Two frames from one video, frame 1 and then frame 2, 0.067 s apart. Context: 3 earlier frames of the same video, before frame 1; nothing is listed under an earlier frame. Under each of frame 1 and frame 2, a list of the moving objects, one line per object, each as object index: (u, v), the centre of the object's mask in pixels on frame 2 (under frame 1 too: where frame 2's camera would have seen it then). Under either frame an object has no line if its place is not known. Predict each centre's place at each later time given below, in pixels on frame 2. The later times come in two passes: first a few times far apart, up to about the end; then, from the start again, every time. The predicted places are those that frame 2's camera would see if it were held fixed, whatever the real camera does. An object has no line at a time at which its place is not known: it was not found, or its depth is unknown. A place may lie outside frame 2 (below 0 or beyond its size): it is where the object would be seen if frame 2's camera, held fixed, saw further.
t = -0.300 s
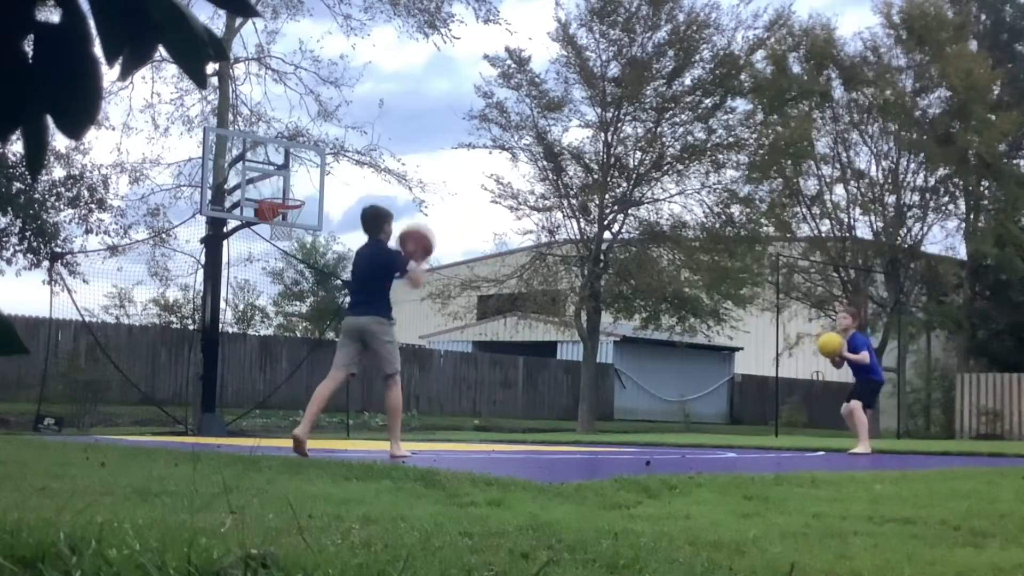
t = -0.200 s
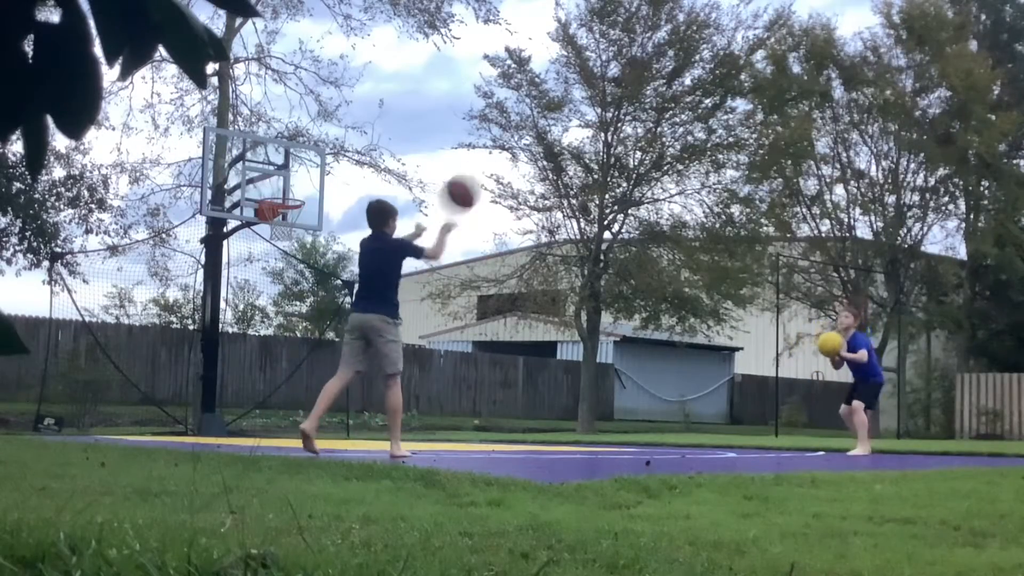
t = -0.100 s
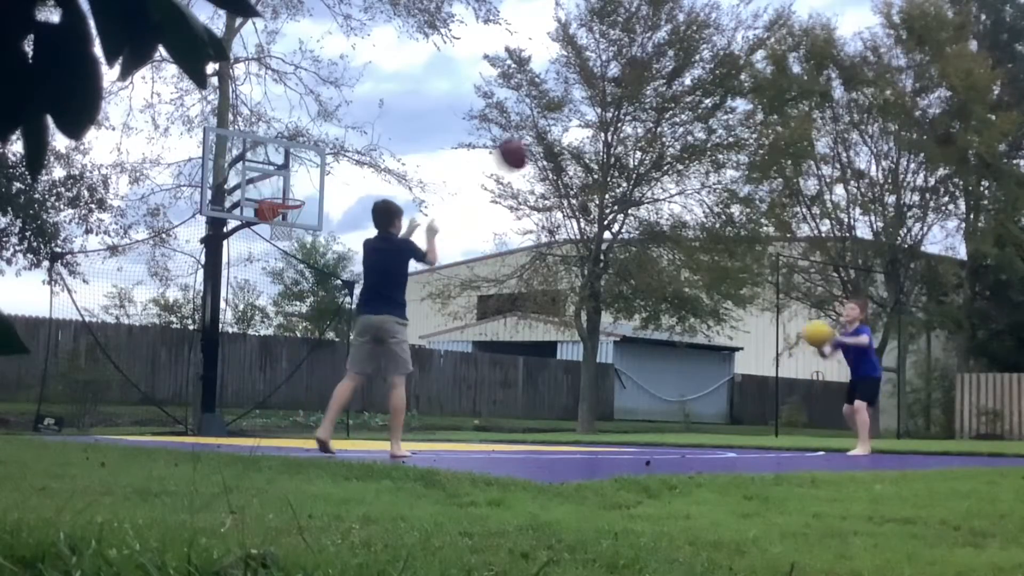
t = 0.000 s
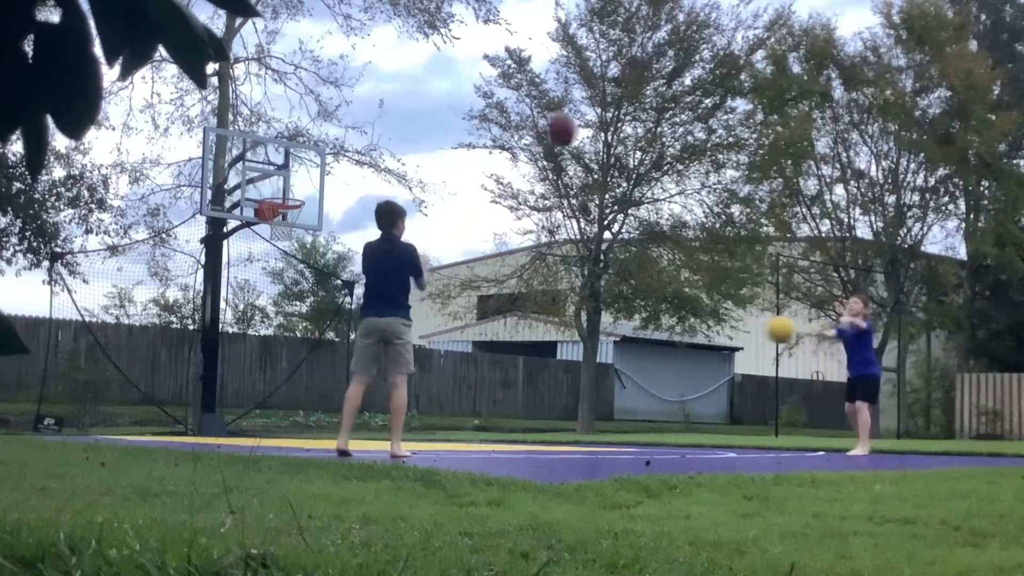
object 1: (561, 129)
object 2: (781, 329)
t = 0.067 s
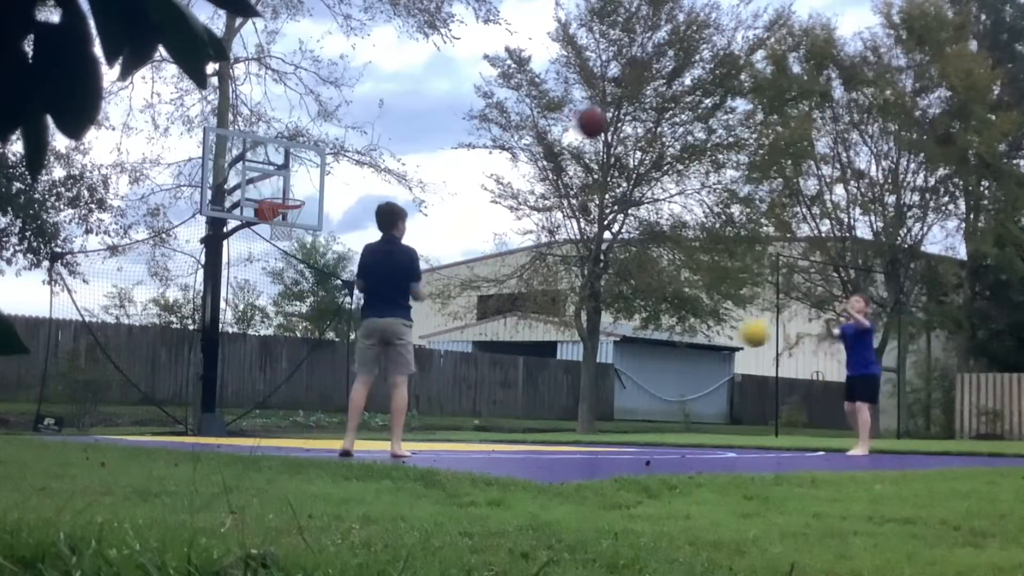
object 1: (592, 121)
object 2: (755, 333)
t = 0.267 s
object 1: (672, 133)
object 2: (670, 377)
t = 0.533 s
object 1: (762, 217)
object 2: (565, 387)
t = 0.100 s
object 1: (605, 120)
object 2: (742, 337)
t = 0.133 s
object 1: (618, 120)
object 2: (728, 342)
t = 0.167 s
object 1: (633, 122)
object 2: (714, 347)
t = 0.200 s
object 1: (647, 125)
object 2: (699, 357)
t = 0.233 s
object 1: (658, 128)
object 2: (685, 366)
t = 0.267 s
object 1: (672, 133)
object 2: (670, 377)
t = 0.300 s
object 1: (684, 140)
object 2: (654, 390)
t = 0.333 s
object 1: (695, 149)
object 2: (638, 405)
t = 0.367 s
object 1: (708, 156)
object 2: (621, 423)
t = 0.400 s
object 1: (718, 165)
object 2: (605, 437)
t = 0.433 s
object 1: (730, 178)
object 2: (594, 424)
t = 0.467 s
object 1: (742, 191)
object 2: (585, 411)
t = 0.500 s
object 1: (751, 204)
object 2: (575, 398)
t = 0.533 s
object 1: (762, 217)
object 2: (565, 387)
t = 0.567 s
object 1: (772, 233)
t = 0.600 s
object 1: (781, 249)
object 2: (545, 368)
